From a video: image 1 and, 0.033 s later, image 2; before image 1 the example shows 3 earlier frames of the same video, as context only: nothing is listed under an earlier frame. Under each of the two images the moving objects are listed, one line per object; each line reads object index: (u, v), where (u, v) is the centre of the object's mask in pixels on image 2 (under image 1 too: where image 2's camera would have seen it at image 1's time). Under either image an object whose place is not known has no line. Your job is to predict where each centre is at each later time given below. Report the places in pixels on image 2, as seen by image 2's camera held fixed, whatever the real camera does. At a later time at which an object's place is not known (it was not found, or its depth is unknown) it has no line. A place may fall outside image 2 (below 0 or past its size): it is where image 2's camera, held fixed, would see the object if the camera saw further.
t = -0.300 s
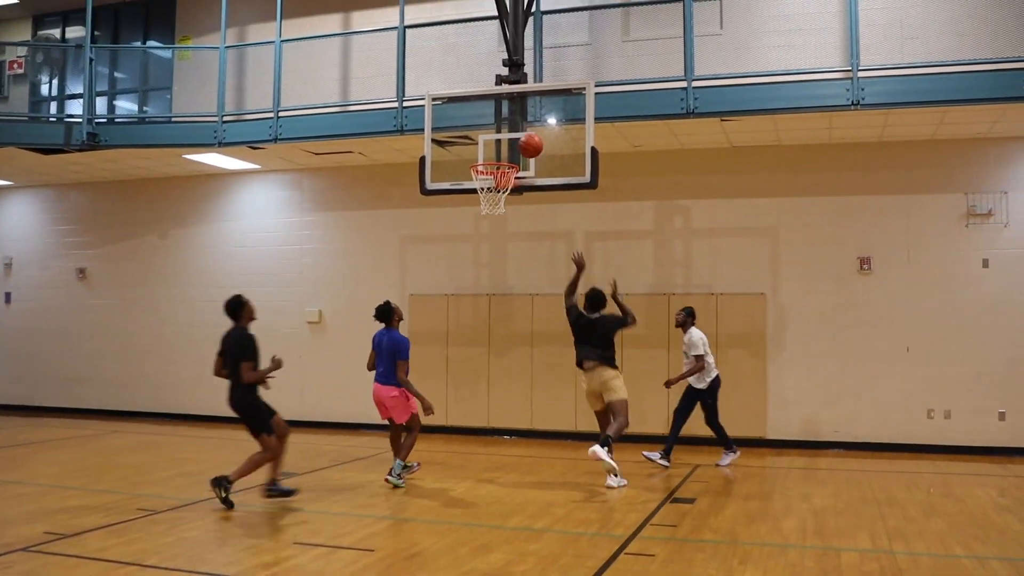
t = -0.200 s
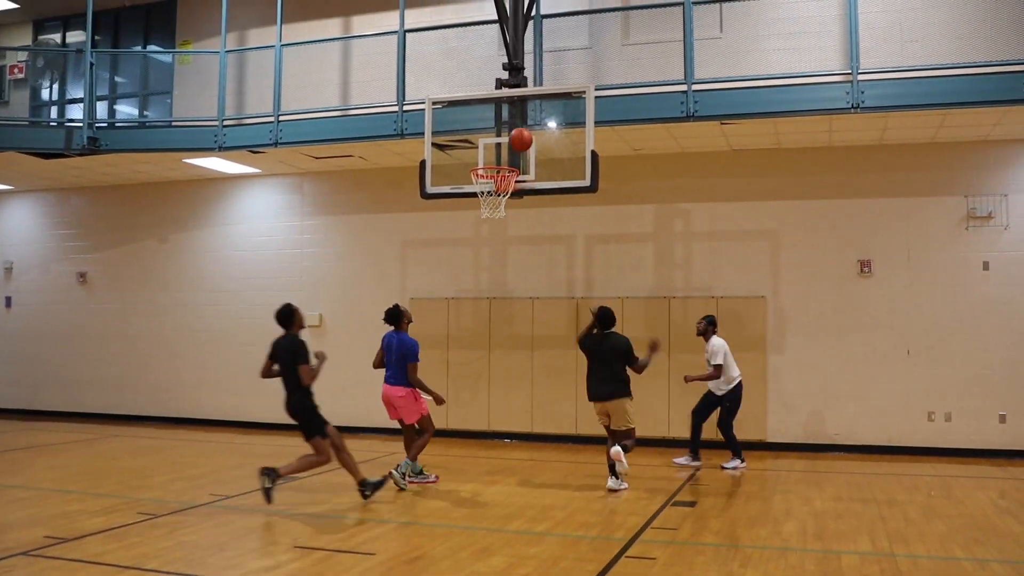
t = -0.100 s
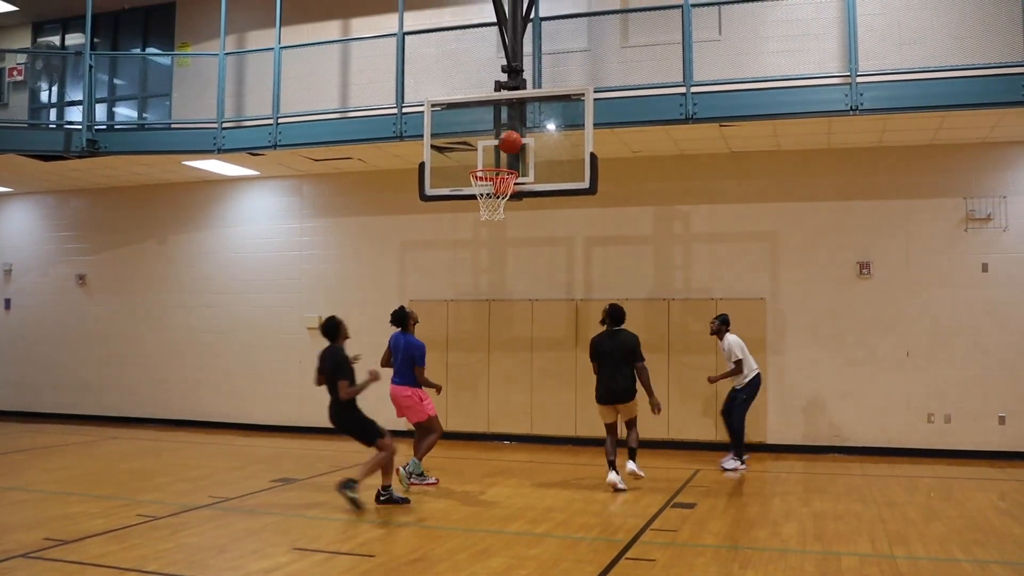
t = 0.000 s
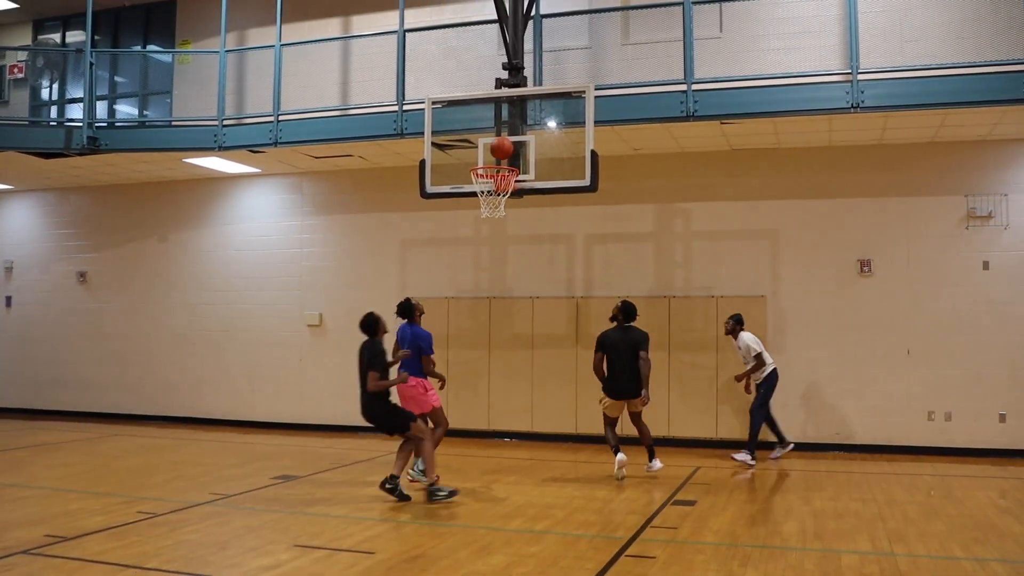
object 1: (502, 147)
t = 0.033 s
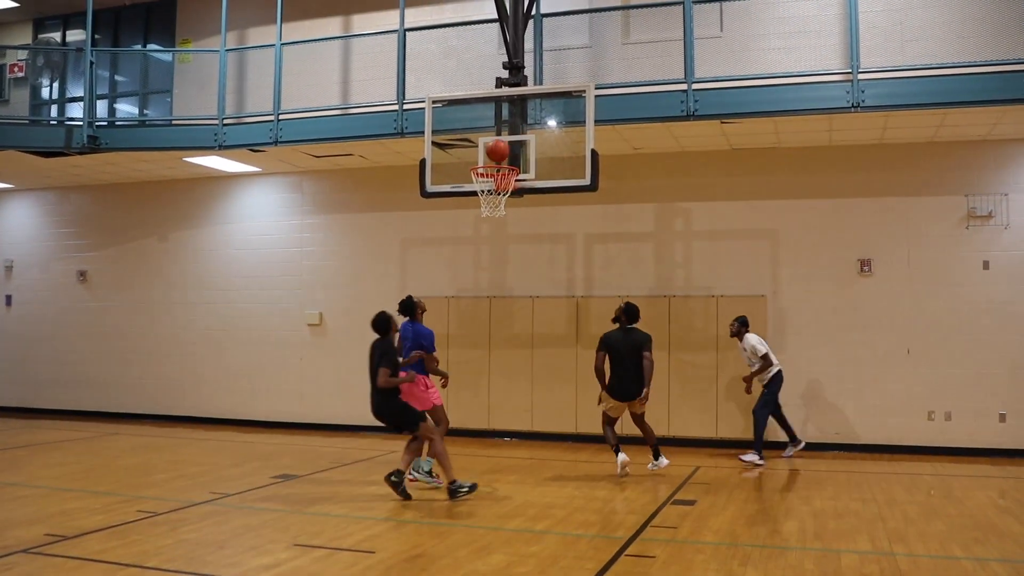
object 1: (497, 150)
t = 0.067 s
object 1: (493, 154)
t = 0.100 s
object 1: (489, 158)
